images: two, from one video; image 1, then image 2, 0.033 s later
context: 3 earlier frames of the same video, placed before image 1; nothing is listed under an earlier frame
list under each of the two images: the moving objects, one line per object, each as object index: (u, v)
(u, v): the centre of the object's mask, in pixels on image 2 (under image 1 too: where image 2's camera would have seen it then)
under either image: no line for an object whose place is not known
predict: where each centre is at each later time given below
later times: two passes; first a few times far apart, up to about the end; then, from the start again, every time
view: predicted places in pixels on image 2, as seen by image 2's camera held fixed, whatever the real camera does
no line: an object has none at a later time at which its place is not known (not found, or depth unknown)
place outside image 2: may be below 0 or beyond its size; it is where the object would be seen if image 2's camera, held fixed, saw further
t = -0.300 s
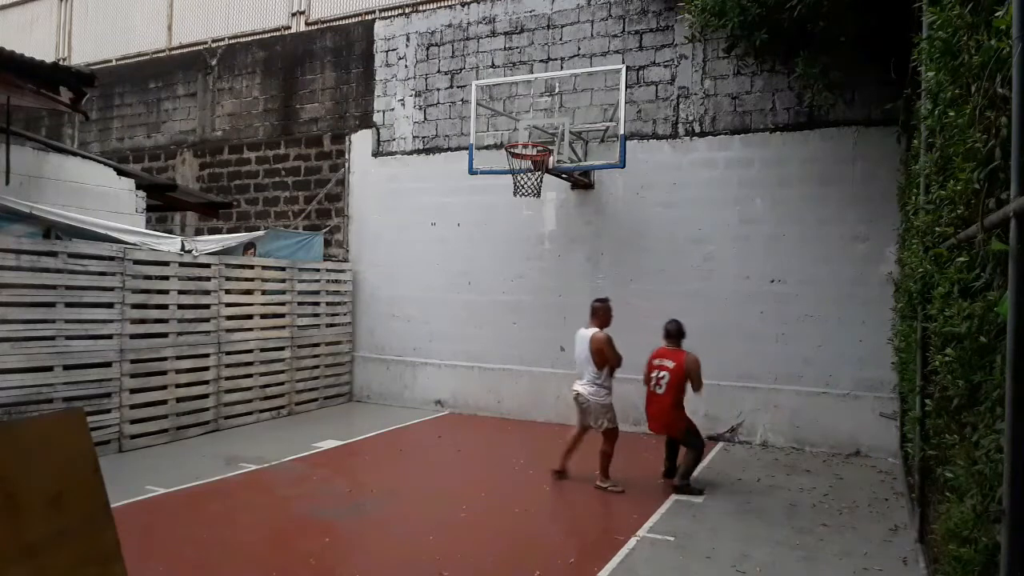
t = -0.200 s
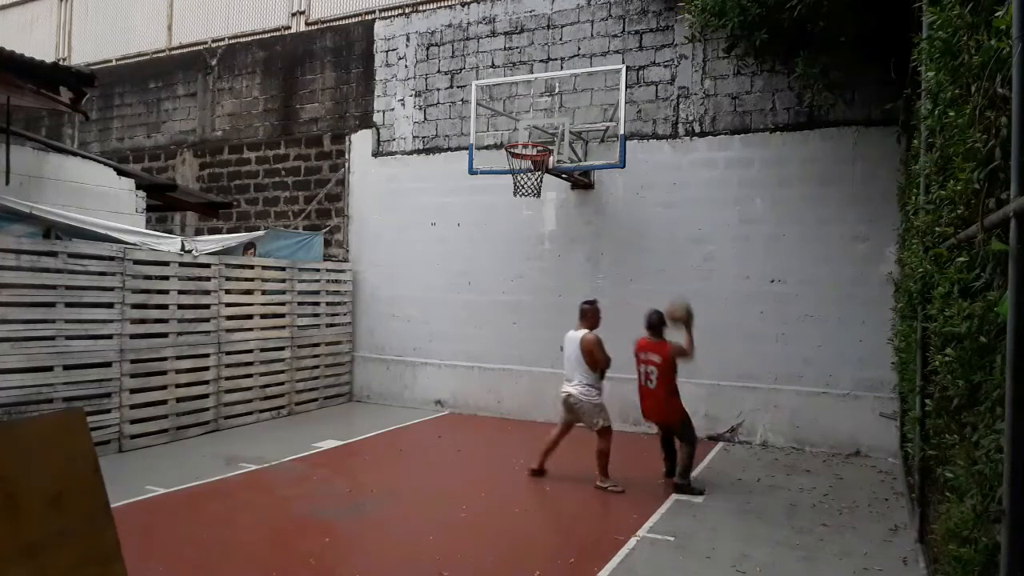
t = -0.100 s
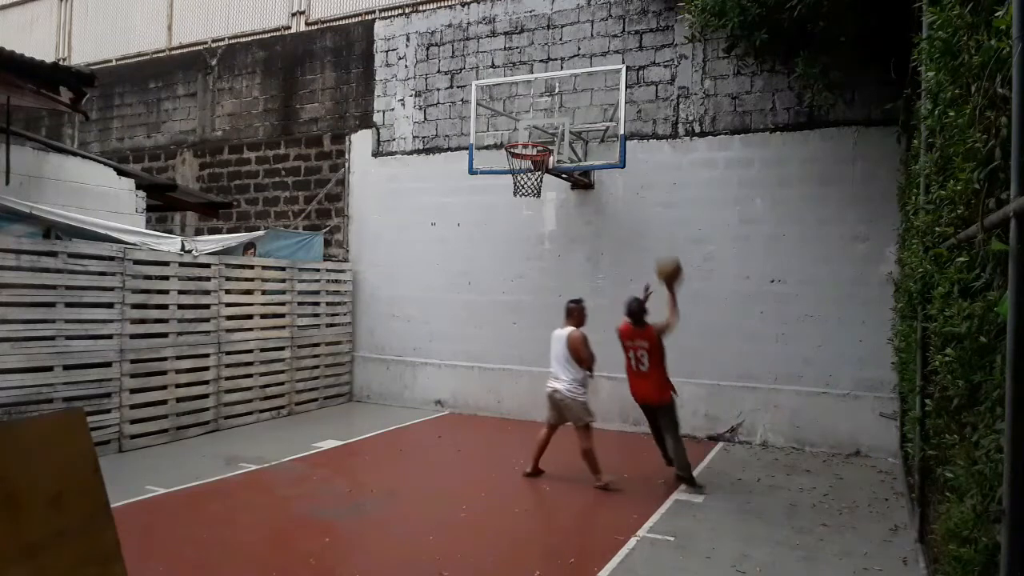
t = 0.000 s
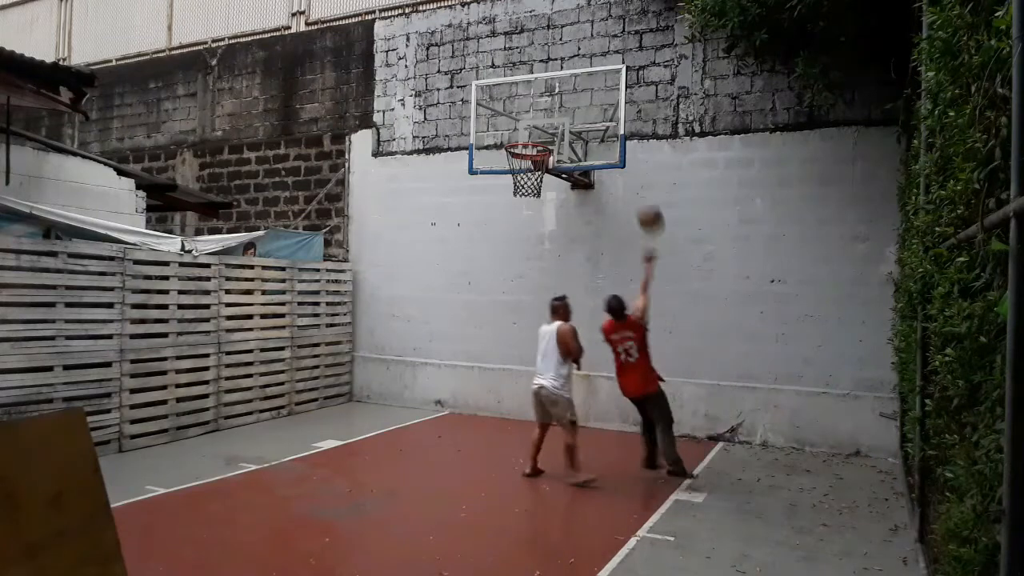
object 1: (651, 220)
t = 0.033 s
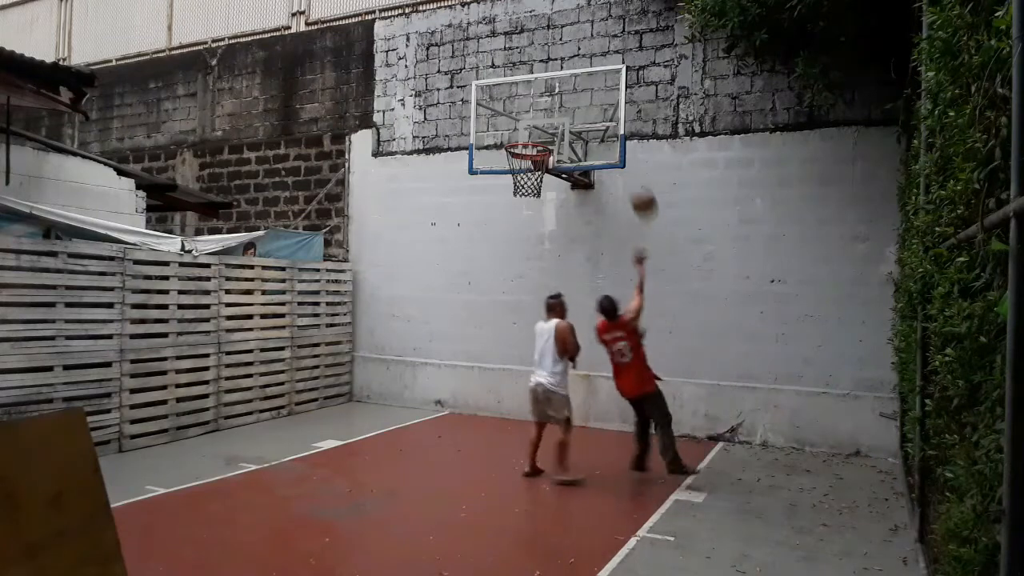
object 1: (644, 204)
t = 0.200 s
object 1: (611, 144)
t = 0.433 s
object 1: (573, 117)
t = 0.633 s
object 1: (540, 133)
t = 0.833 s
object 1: (513, 174)
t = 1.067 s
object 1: (526, 199)
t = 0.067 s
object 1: (638, 189)
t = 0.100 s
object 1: (632, 177)
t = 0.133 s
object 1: (626, 166)
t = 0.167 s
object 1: (618, 153)
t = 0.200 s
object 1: (611, 144)
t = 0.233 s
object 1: (606, 138)
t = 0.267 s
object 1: (601, 131)
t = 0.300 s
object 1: (596, 127)
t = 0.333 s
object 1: (588, 122)
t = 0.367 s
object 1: (584, 119)
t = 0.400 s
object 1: (578, 118)
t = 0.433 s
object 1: (573, 117)
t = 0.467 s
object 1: (567, 117)
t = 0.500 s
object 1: (563, 118)
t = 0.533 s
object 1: (558, 119)
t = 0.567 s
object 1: (551, 124)
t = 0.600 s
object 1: (546, 127)
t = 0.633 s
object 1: (540, 133)
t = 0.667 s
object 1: (534, 136)
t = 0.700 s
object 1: (527, 148)
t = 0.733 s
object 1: (522, 154)
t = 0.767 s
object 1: (518, 163)
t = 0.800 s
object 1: (514, 168)
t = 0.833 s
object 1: (513, 174)
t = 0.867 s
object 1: (514, 178)
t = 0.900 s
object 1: (515, 178)
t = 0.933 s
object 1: (518, 181)
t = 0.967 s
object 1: (520, 184)
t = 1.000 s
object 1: (521, 188)
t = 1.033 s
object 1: (524, 193)
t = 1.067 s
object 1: (526, 199)
